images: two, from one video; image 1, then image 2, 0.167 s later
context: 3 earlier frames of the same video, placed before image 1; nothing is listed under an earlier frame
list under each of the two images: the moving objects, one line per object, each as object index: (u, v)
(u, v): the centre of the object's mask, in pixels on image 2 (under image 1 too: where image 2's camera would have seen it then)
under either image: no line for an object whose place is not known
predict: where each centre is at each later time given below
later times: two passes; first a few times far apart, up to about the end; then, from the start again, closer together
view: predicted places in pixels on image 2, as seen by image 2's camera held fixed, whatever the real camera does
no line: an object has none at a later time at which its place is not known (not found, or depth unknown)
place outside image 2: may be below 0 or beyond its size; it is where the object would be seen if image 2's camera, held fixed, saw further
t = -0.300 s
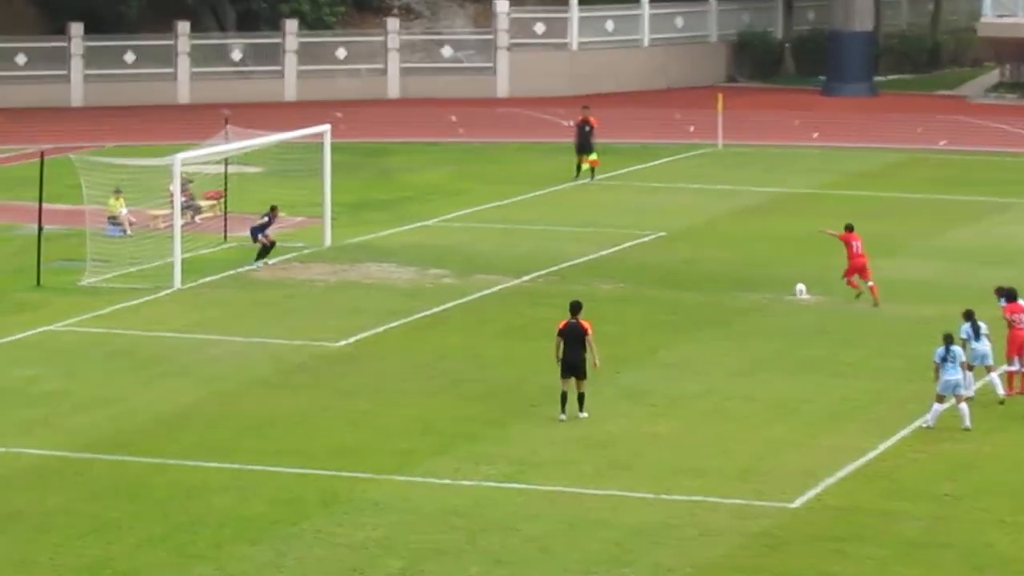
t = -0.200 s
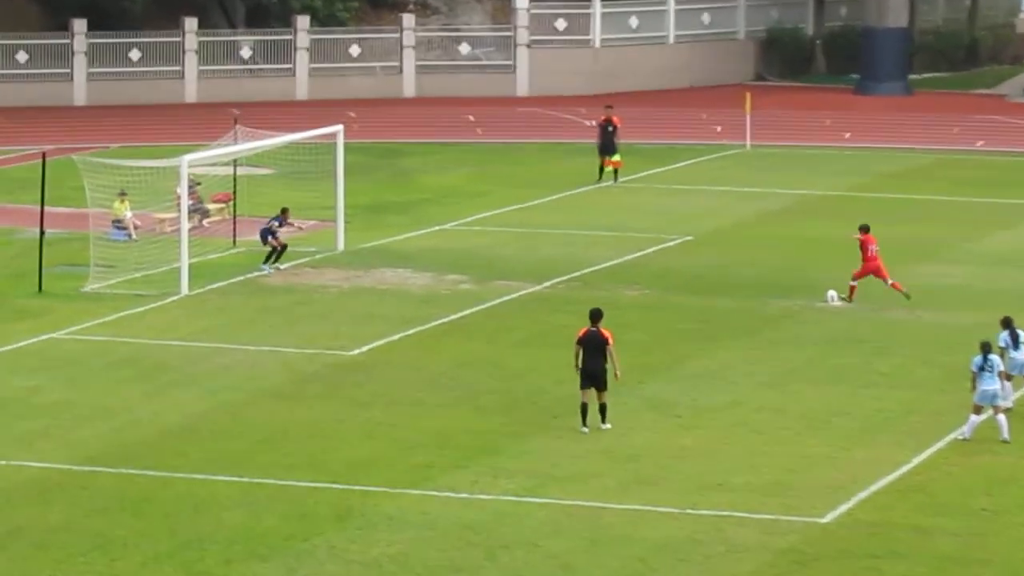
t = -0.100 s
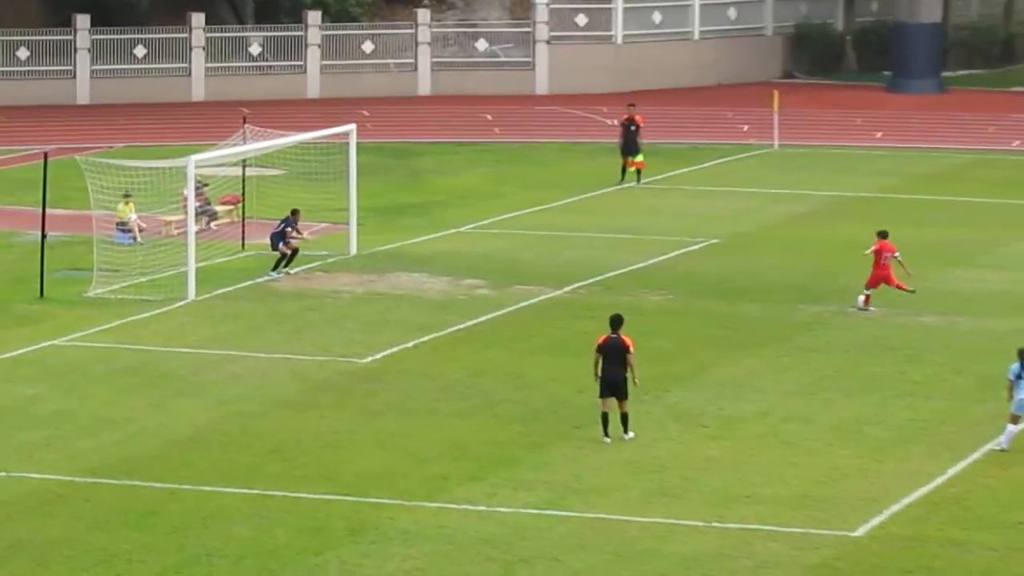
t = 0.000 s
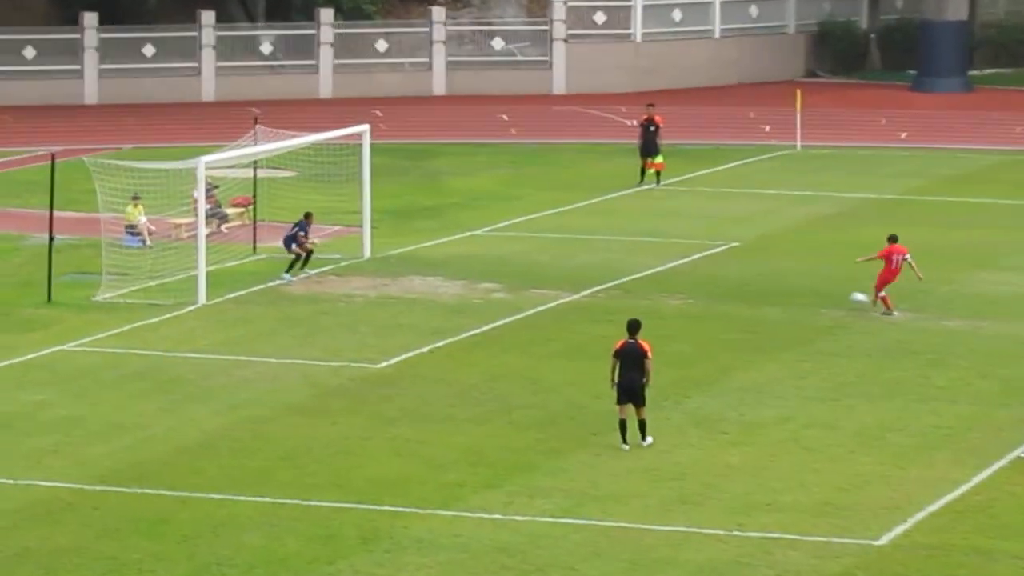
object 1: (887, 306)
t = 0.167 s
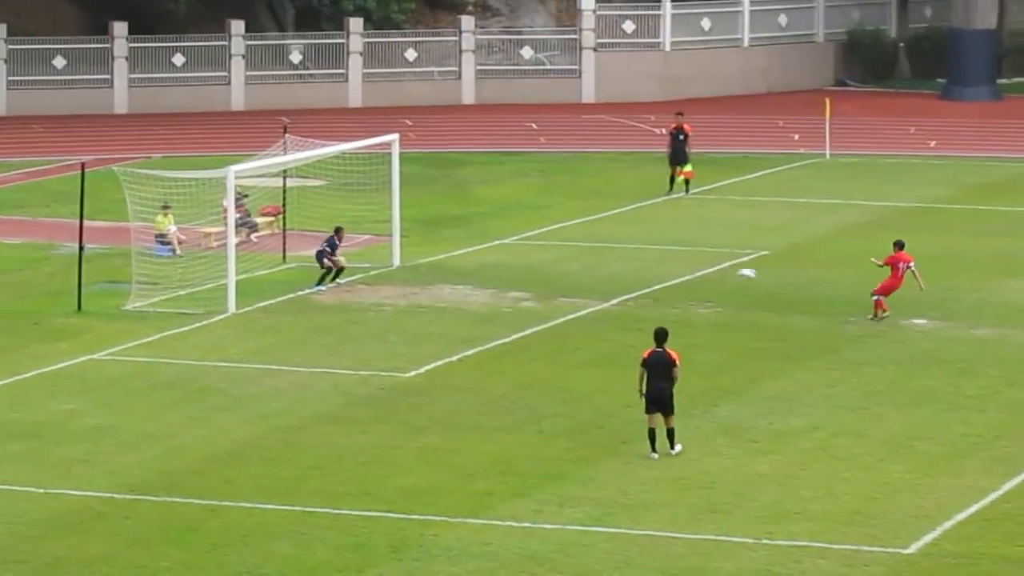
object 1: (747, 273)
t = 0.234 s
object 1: (693, 266)
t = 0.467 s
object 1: (513, 267)
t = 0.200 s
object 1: (720, 269)
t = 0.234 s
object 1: (693, 266)
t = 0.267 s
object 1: (667, 264)
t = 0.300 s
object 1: (641, 262)
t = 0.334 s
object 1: (615, 260)
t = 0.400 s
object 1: (563, 261)
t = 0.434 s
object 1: (538, 263)
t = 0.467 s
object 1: (513, 267)
